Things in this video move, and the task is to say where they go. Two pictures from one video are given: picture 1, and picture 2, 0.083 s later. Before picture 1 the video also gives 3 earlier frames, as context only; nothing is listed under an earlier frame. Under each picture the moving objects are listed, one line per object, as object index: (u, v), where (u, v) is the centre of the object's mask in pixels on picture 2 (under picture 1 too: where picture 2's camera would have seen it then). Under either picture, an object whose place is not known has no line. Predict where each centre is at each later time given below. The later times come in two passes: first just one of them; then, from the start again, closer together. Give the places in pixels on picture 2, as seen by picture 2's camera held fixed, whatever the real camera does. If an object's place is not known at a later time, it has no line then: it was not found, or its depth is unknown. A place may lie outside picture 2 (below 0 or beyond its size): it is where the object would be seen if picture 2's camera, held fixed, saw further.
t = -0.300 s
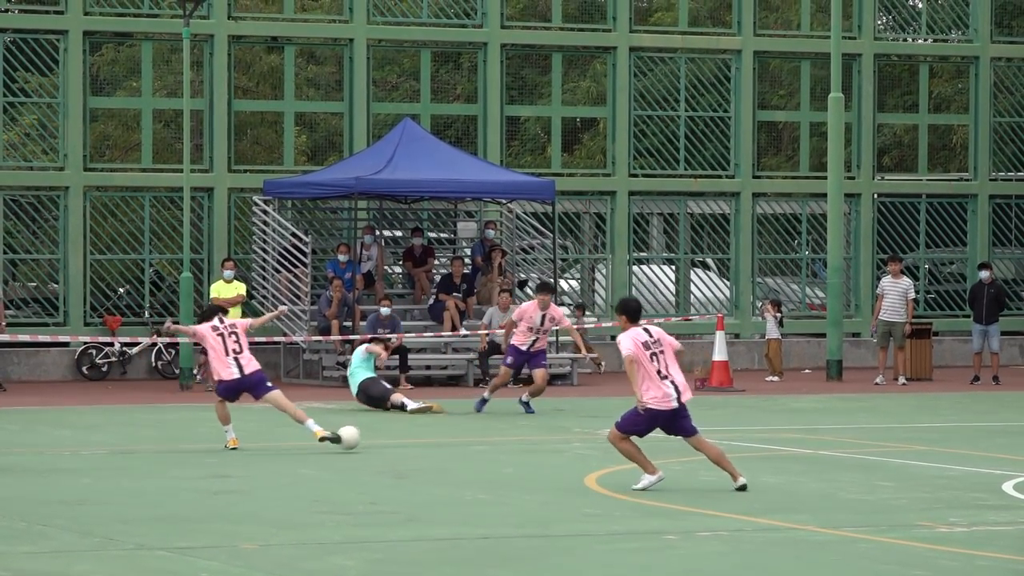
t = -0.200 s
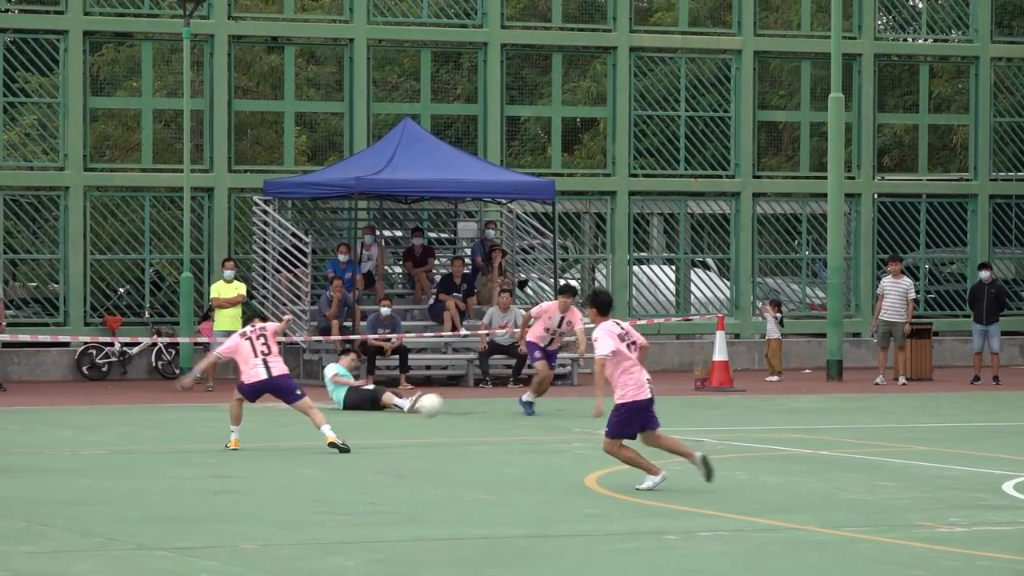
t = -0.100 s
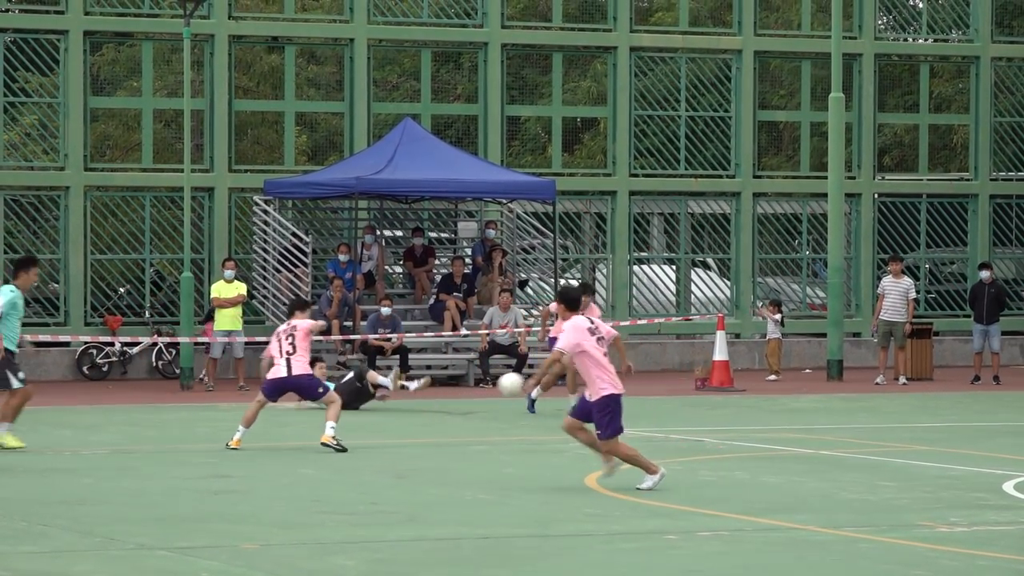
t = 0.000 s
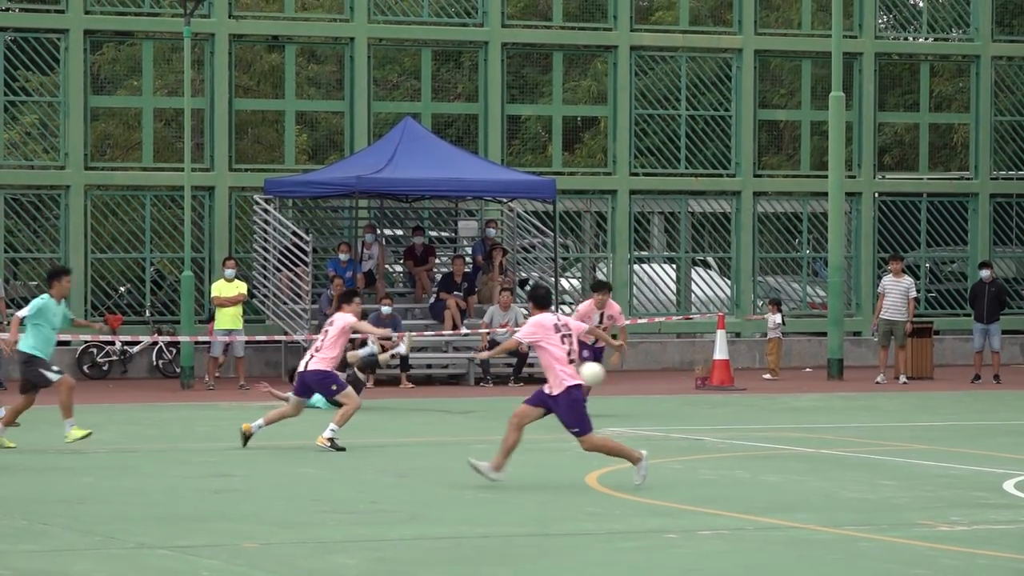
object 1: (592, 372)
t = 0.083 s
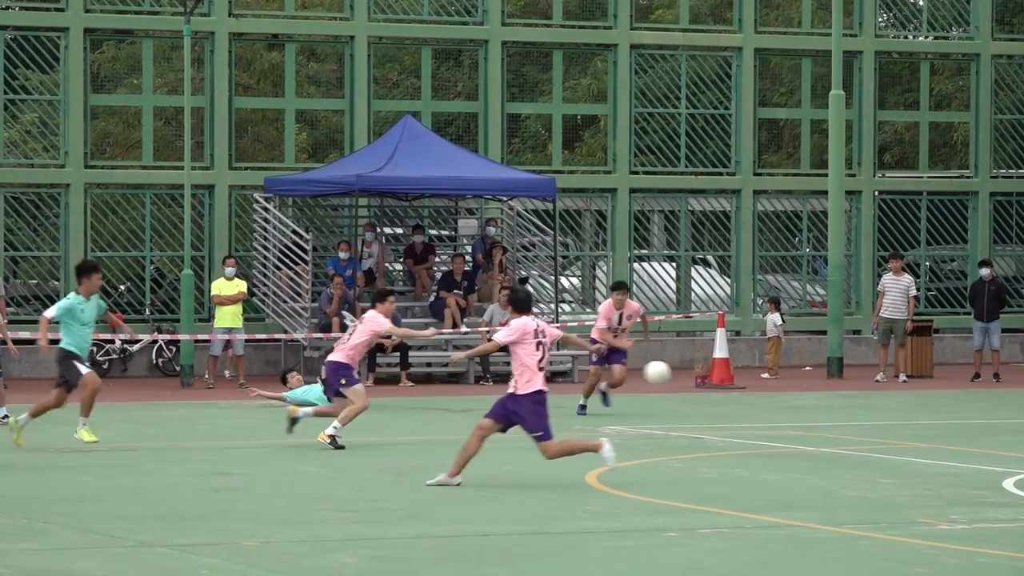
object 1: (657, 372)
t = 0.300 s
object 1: (827, 409)
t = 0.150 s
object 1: (710, 378)
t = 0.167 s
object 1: (722, 381)
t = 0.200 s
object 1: (749, 386)
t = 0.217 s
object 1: (762, 389)
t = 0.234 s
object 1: (774, 392)
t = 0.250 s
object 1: (788, 396)
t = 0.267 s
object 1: (801, 400)
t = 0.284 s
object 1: (815, 405)
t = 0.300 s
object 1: (827, 409)
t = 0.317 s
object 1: (841, 414)
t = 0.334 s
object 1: (854, 419)
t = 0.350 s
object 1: (868, 425)
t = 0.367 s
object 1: (881, 431)
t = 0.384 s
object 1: (895, 437)
